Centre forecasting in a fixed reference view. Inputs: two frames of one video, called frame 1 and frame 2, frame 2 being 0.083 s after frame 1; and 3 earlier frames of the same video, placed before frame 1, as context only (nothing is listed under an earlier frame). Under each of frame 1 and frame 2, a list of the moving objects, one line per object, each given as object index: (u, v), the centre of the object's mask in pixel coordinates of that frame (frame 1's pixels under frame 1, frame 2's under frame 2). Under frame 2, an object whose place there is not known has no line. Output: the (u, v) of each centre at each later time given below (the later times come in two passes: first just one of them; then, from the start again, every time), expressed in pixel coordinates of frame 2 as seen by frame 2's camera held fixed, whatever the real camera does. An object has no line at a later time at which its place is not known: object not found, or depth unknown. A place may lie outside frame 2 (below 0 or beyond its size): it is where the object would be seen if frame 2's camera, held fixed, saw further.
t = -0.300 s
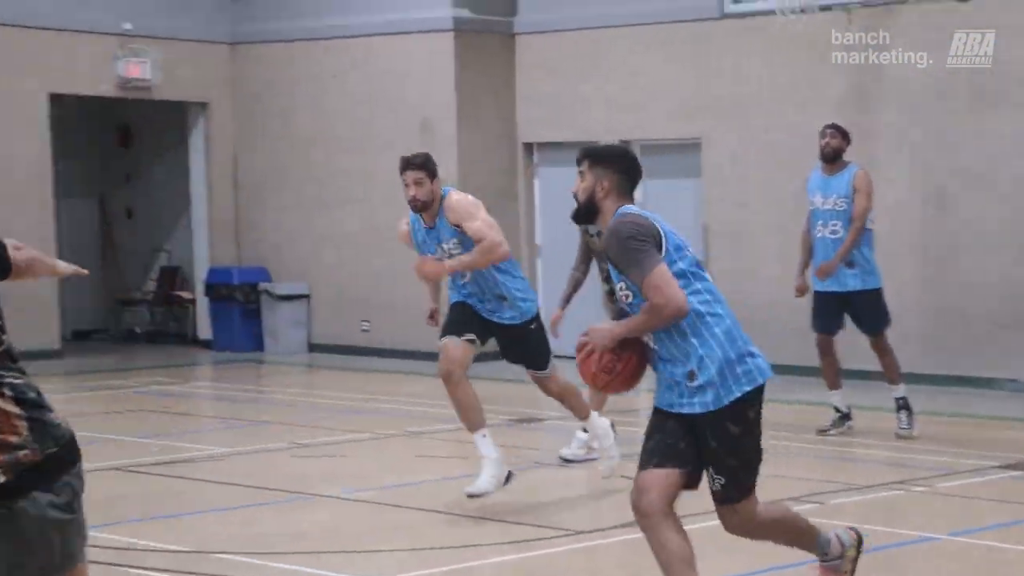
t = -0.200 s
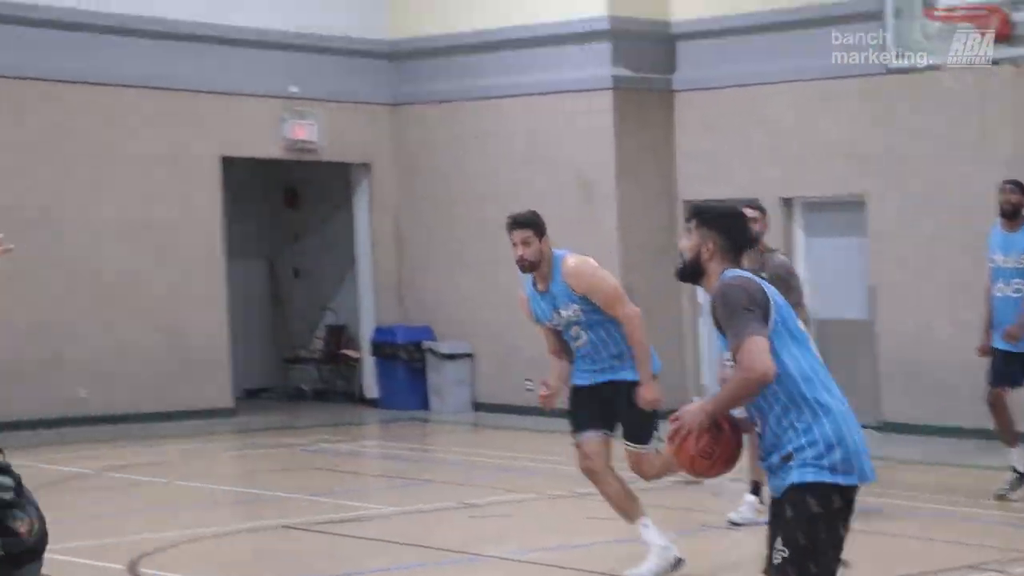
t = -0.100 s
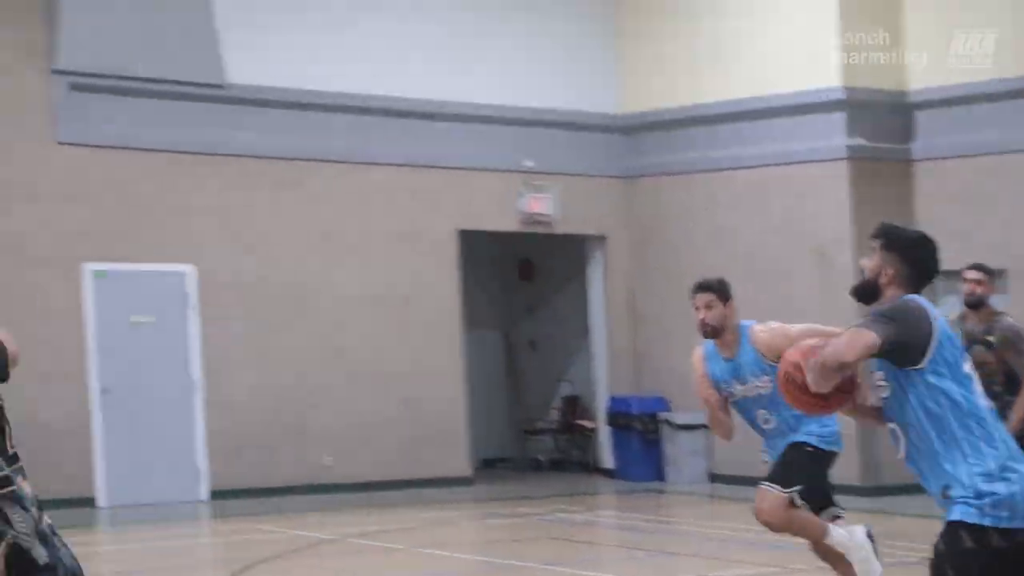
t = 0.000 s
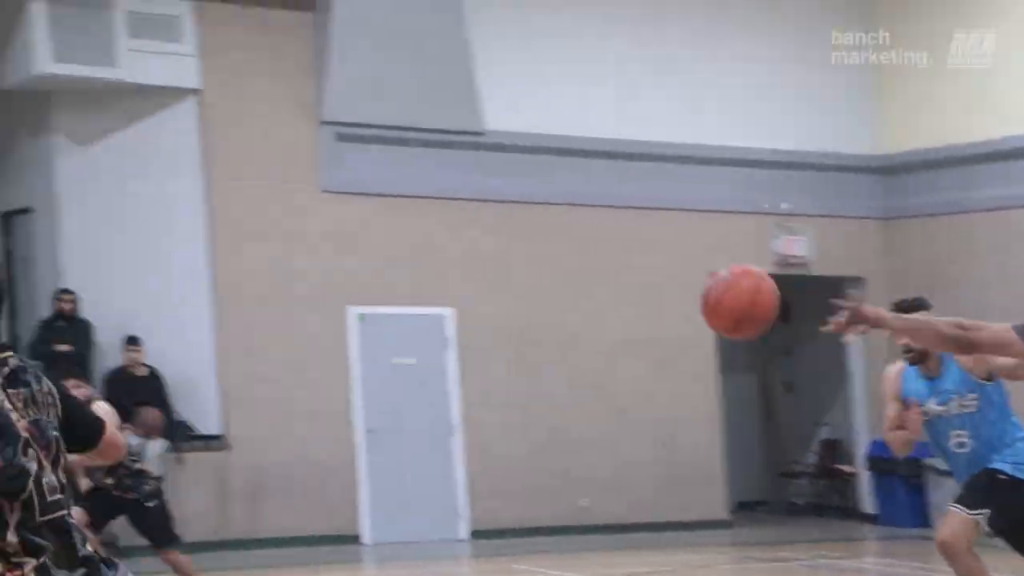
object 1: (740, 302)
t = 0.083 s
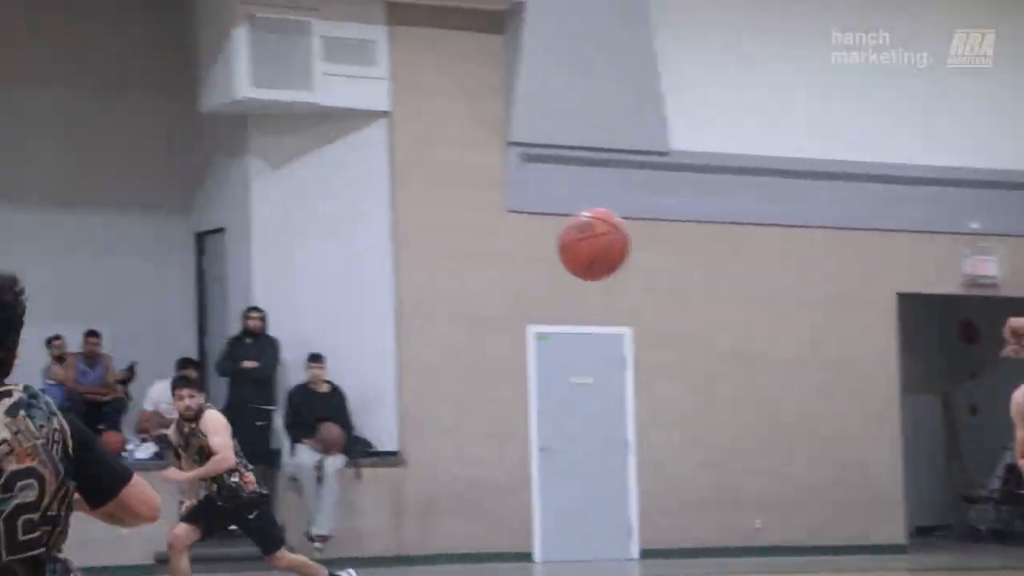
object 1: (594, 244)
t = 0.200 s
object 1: (190, 174)
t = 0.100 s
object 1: (534, 231)
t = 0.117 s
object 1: (475, 220)
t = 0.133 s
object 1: (417, 208)
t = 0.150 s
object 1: (358, 198)
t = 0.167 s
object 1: (301, 189)
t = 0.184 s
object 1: (245, 180)
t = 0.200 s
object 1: (190, 174)
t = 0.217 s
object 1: (135, 168)
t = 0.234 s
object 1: (79, 161)
